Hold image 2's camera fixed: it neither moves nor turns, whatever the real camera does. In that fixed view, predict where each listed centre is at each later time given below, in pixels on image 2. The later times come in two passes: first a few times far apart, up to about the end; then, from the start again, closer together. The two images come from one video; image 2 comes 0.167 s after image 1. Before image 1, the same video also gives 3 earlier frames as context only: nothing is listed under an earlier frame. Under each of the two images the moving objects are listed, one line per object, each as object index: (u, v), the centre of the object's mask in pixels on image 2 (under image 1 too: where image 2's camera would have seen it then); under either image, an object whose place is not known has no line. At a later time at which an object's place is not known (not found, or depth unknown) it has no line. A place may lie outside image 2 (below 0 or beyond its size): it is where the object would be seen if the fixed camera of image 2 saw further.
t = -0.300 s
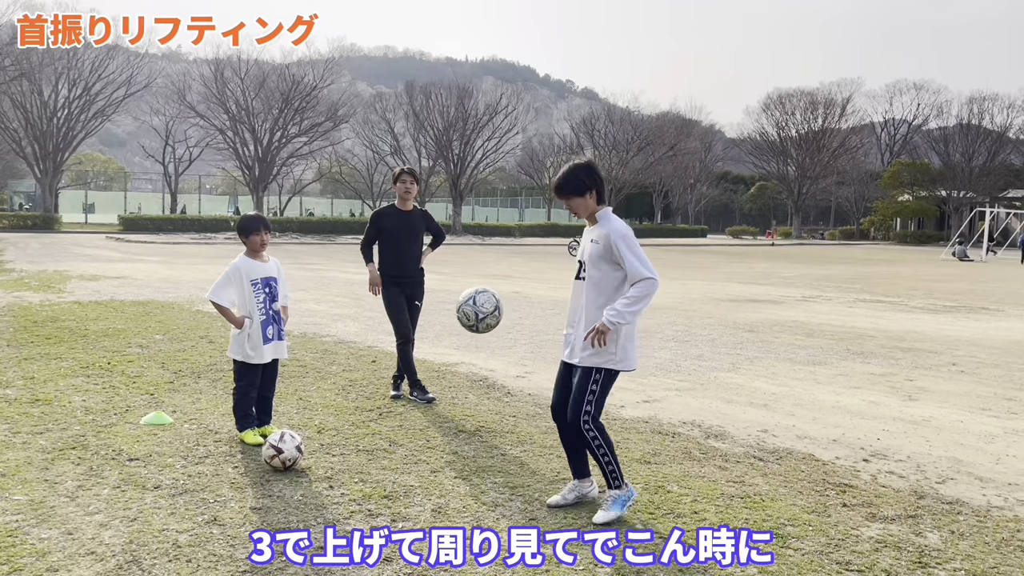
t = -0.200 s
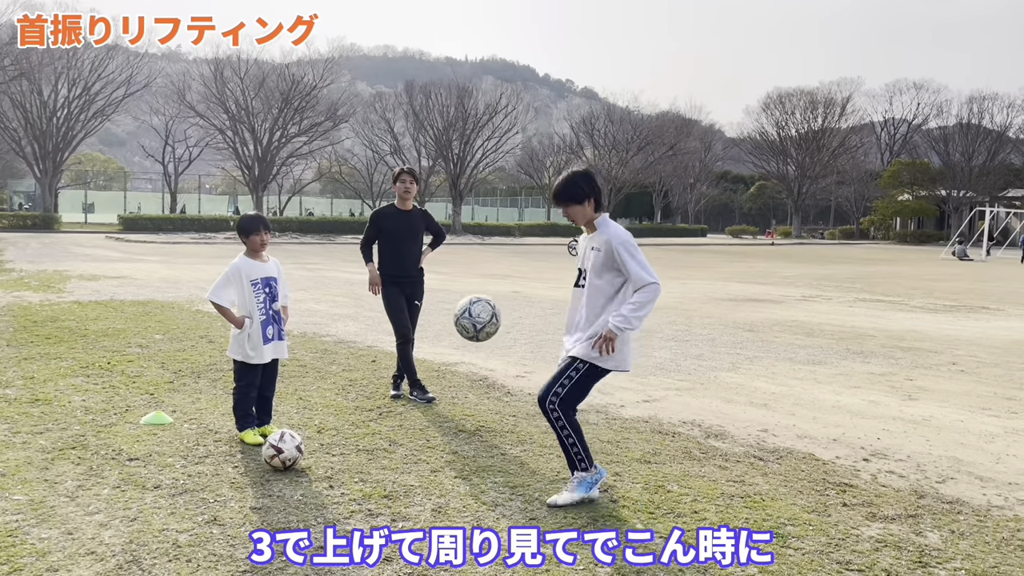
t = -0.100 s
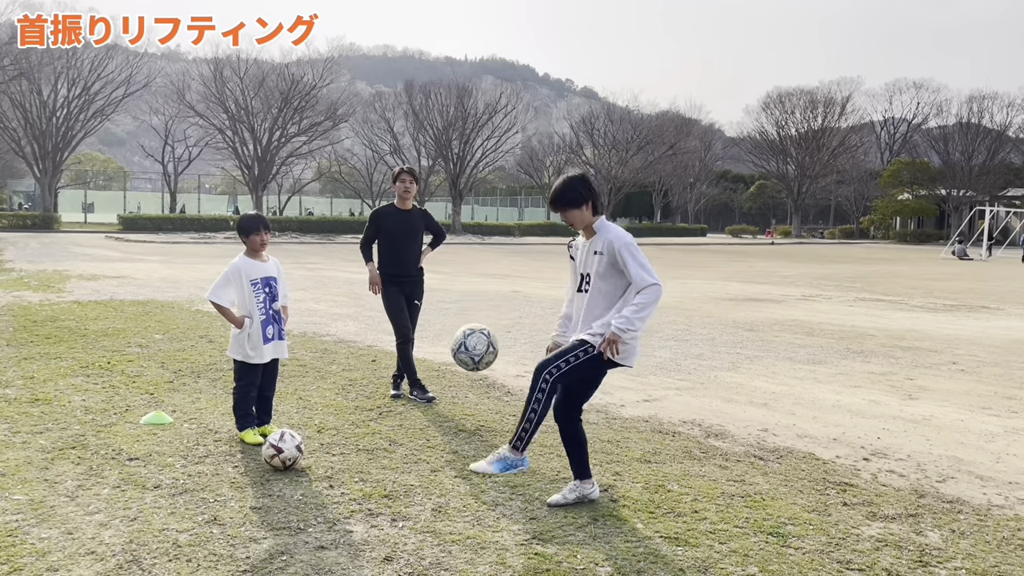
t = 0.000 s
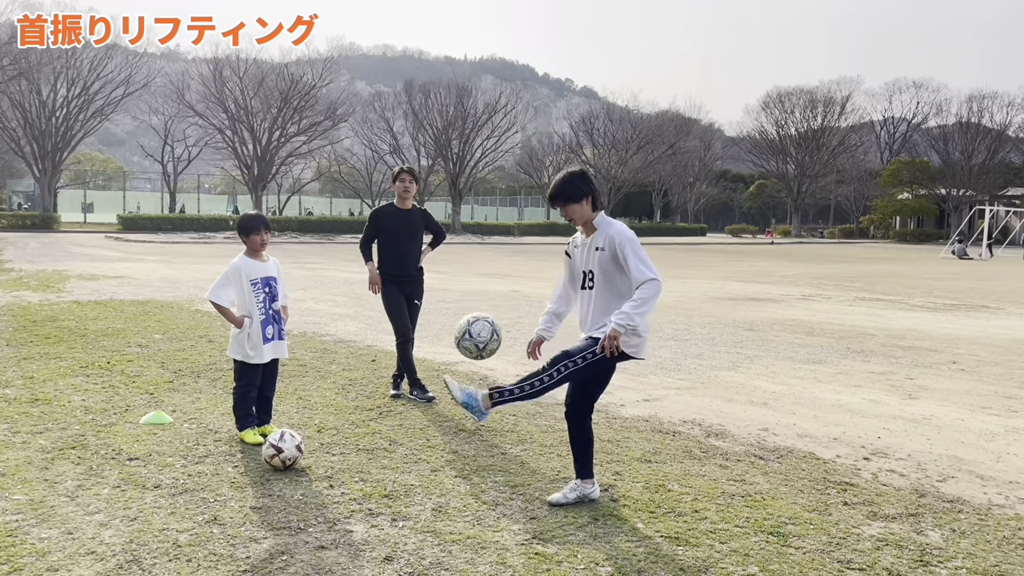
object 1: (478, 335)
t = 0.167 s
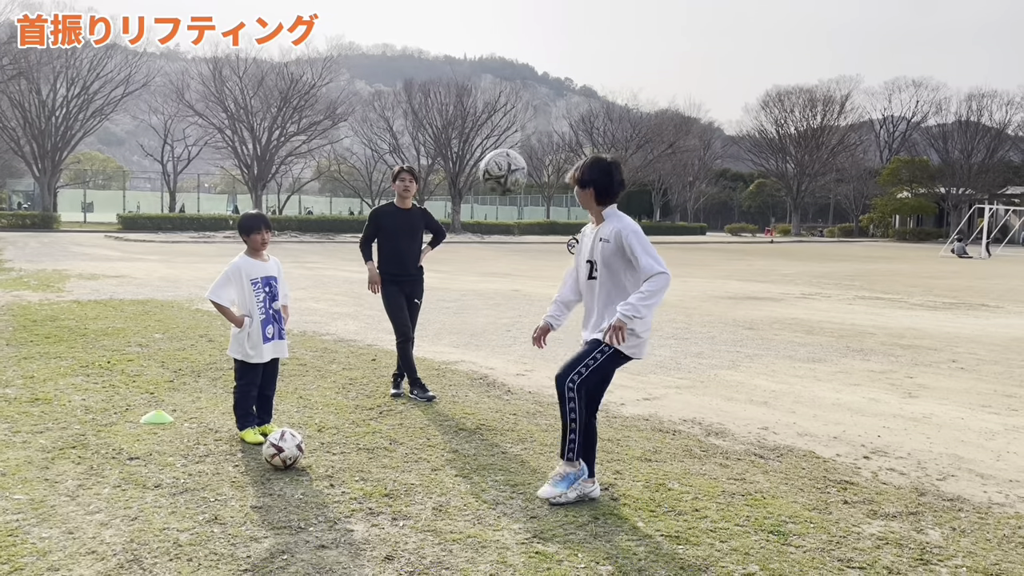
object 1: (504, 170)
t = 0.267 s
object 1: (518, 104)
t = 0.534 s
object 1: (553, 32)
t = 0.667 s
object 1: (569, 54)
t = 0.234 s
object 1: (513, 124)
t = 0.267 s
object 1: (518, 104)
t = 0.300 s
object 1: (522, 86)
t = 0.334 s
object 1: (527, 71)
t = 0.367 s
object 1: (532, 59)
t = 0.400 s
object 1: (537, 49)
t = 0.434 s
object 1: (541, 41)
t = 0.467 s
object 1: (545, 35)
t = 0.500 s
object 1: (549, 33)
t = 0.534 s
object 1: (553, 32)
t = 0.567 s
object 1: (557, 35)
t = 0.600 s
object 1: (561, 39)
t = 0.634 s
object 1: (565, 45)
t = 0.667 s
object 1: (569, 54)
